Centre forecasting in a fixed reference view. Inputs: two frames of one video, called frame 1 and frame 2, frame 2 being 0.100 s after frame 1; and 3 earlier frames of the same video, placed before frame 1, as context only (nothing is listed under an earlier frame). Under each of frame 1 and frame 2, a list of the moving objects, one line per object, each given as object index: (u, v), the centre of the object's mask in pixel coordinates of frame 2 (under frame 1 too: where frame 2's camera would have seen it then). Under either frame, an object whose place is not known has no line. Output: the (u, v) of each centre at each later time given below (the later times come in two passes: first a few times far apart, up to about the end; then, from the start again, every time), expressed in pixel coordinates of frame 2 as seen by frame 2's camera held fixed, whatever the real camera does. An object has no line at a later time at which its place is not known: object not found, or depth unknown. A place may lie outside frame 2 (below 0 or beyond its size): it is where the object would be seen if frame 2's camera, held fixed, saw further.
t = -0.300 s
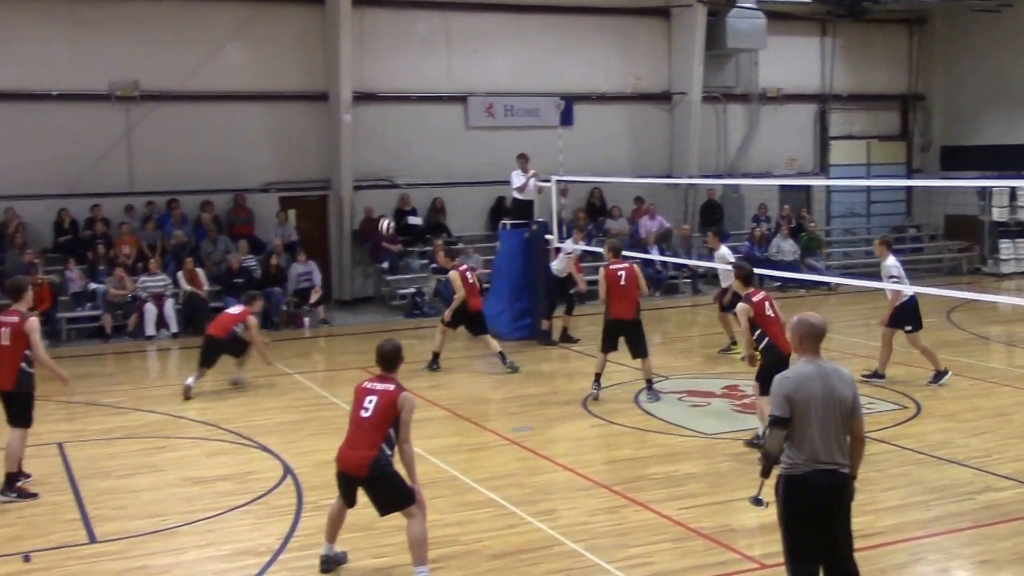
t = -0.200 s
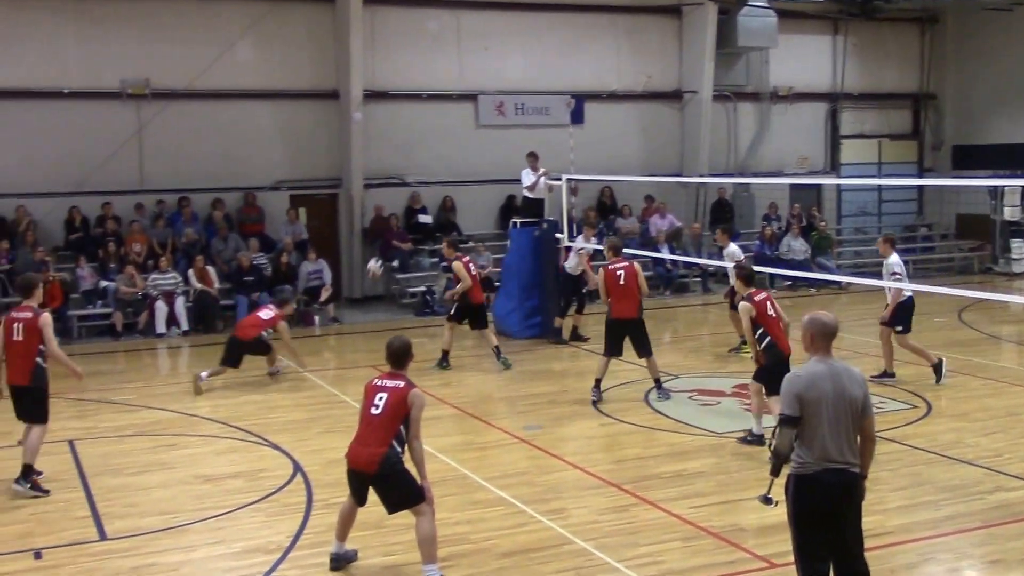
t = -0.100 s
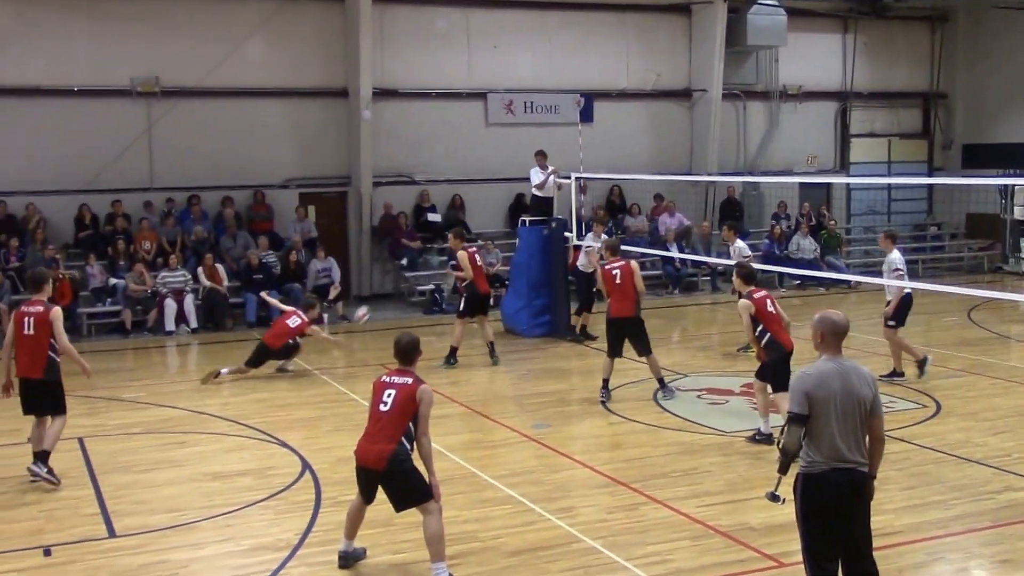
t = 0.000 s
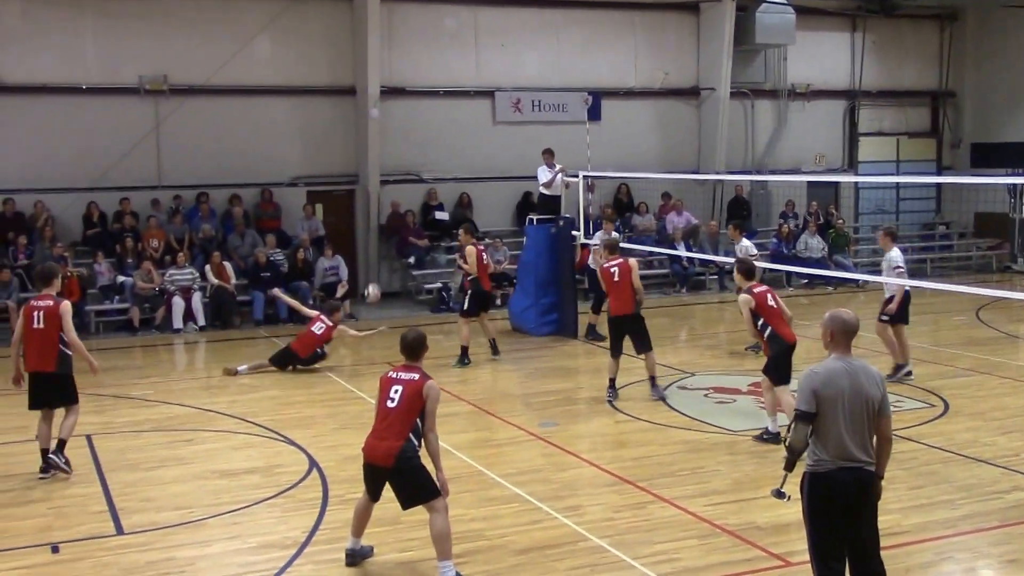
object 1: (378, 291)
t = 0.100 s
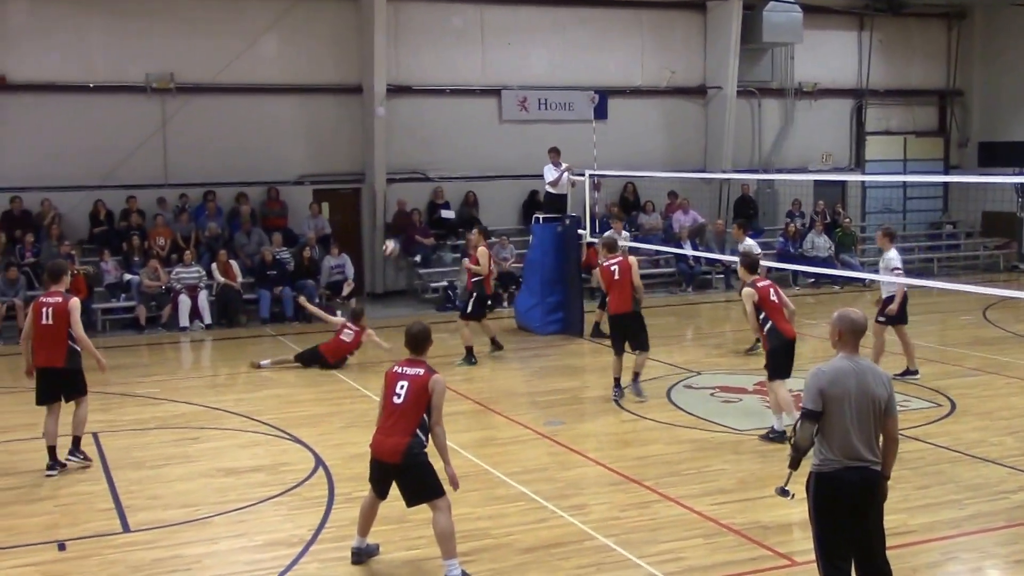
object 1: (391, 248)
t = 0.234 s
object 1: (405, 199)
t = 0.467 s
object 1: (430, 152)
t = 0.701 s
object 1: (455, 142)
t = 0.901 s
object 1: (476, 164)
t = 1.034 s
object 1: (490, 191)
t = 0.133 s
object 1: (395, 234)
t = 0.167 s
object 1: (398, 222)
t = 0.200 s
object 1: (402, 211)
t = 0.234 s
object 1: (405, 199)
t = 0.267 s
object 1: (408, 191)
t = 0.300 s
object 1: (413, 181)
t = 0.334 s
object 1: (417, 175)
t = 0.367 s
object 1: (418, 168)
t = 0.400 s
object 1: (423, 162)
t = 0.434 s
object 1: (427, 156)
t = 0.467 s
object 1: (430, 152)
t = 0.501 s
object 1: (434, 148)
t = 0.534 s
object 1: (438, 145)
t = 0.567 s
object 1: (441, 143)
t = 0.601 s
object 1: (445, 142)
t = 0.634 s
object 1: (448, 142)
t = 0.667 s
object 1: (452, 142)
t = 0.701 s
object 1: (455, 142)
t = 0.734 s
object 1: (459, 144)
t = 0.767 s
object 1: (463, 146)
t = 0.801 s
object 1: (466, 149)
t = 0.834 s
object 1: (470, 154)
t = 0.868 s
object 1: (473, 157)
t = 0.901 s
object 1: (476, 164)
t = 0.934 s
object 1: (479, 170)
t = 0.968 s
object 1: (482, 177)
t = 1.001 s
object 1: (487, 185)
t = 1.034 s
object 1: (490, 191)
